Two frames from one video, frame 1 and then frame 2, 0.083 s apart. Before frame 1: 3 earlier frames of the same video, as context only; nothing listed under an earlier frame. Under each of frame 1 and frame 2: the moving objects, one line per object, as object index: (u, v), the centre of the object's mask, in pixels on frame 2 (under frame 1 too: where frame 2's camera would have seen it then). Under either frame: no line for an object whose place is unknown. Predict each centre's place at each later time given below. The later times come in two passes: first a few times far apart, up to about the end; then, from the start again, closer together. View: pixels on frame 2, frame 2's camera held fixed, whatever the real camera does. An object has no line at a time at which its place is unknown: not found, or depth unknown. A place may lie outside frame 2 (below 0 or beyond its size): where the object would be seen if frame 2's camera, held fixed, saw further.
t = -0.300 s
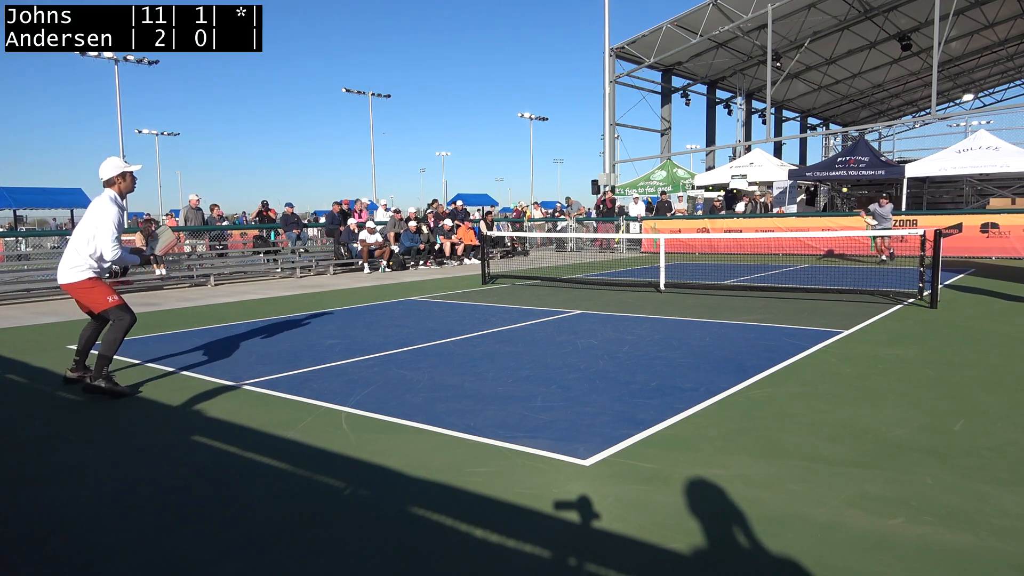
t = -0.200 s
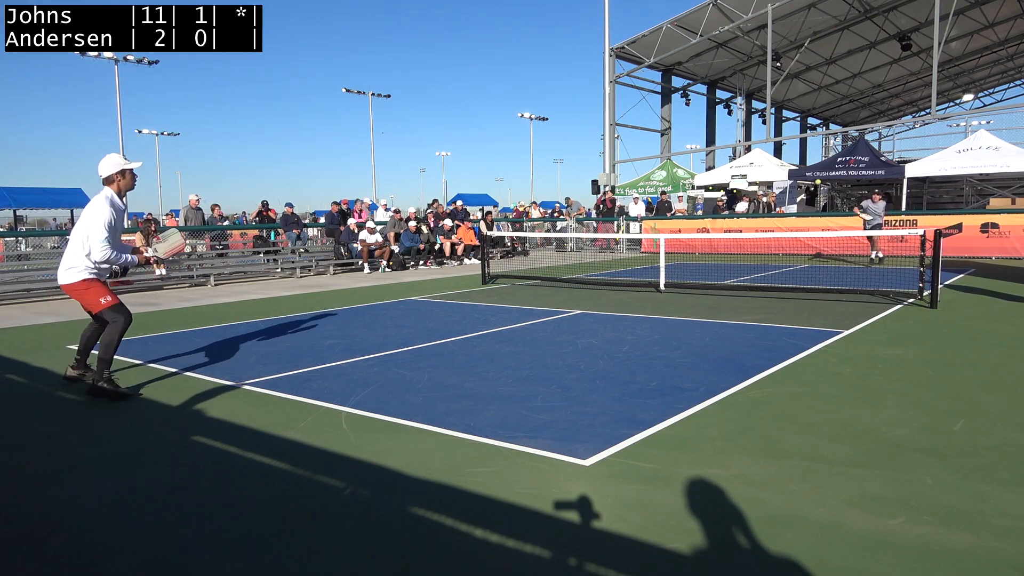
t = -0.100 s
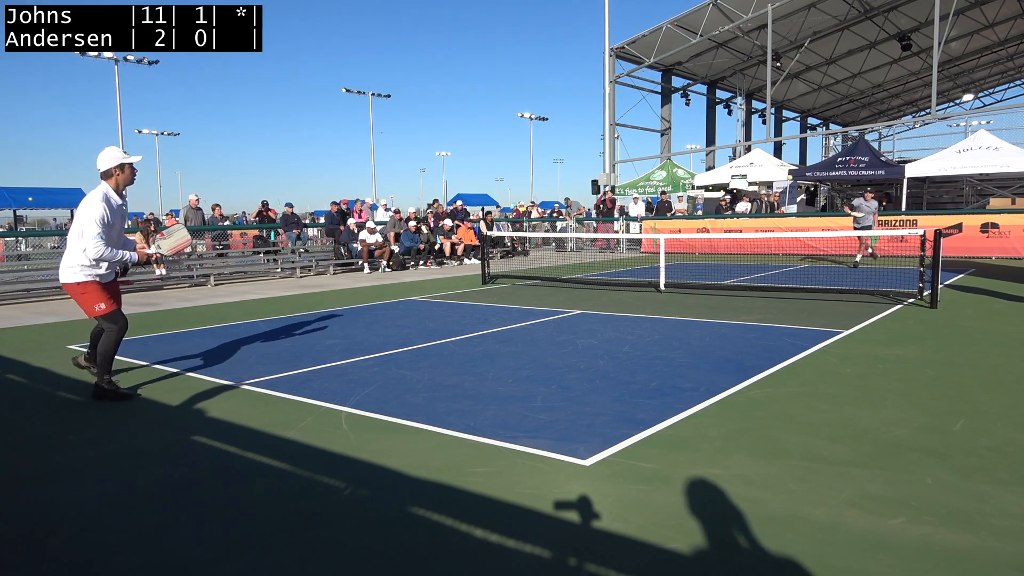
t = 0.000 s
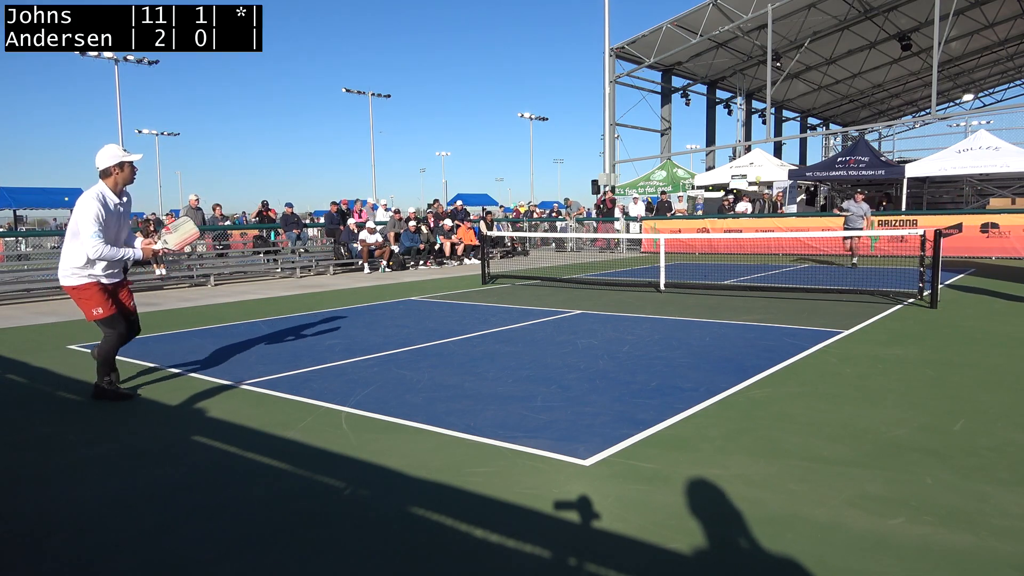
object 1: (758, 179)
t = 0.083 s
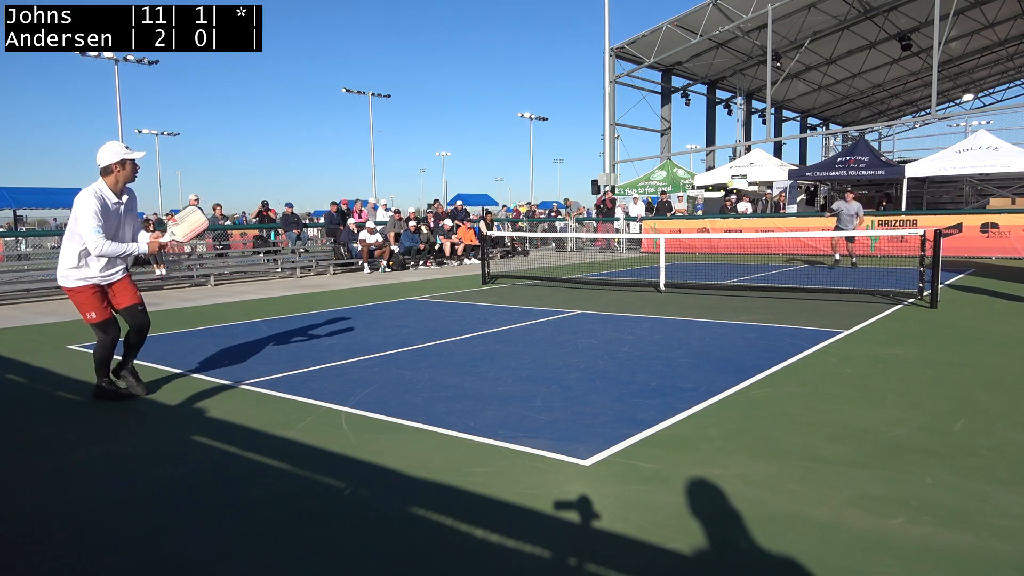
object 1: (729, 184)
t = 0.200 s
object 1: (684, 204)
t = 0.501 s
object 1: (537, 311)
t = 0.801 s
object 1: (388, 324)
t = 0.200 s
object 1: (684, 204)
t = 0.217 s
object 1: (679, 204)
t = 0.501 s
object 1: (537, 311)
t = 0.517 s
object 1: (526, 321)
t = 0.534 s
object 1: (515, 332)
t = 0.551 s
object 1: (504, 344)
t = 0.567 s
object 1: (493, 357)
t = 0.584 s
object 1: (482, 366)
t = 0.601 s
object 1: (476, 361)
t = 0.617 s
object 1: (469, 357)
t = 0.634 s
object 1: (463, 352)
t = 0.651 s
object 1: (456, 348)
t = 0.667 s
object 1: (449, 344)
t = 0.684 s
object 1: (442, 340)
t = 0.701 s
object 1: (435, 337)
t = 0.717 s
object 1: (427, 334)
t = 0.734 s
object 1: (420, 331)
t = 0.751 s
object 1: (413, 329)
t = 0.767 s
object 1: (405, 327)
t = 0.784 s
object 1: (396, 325)
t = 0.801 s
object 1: (388, 324)
